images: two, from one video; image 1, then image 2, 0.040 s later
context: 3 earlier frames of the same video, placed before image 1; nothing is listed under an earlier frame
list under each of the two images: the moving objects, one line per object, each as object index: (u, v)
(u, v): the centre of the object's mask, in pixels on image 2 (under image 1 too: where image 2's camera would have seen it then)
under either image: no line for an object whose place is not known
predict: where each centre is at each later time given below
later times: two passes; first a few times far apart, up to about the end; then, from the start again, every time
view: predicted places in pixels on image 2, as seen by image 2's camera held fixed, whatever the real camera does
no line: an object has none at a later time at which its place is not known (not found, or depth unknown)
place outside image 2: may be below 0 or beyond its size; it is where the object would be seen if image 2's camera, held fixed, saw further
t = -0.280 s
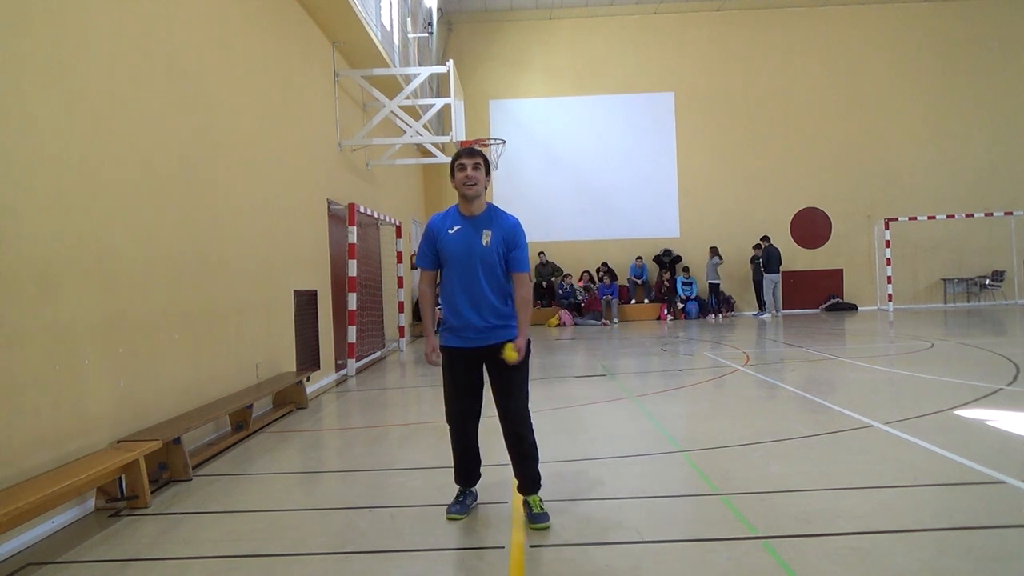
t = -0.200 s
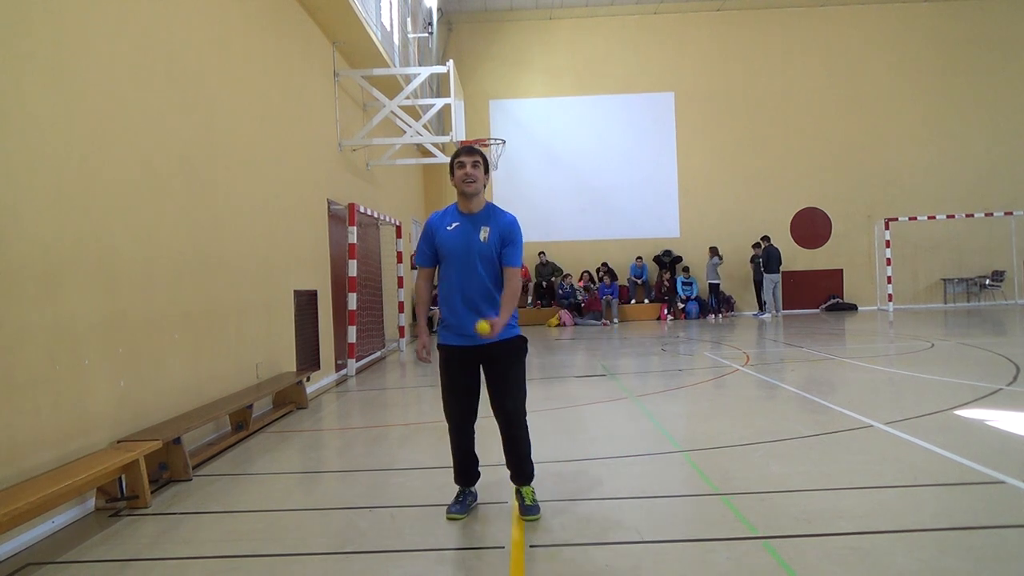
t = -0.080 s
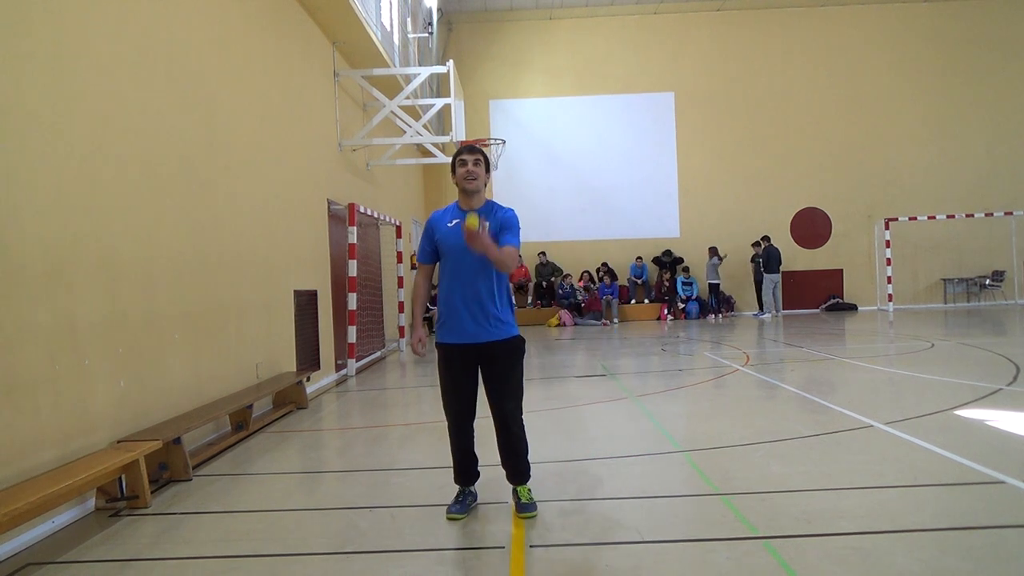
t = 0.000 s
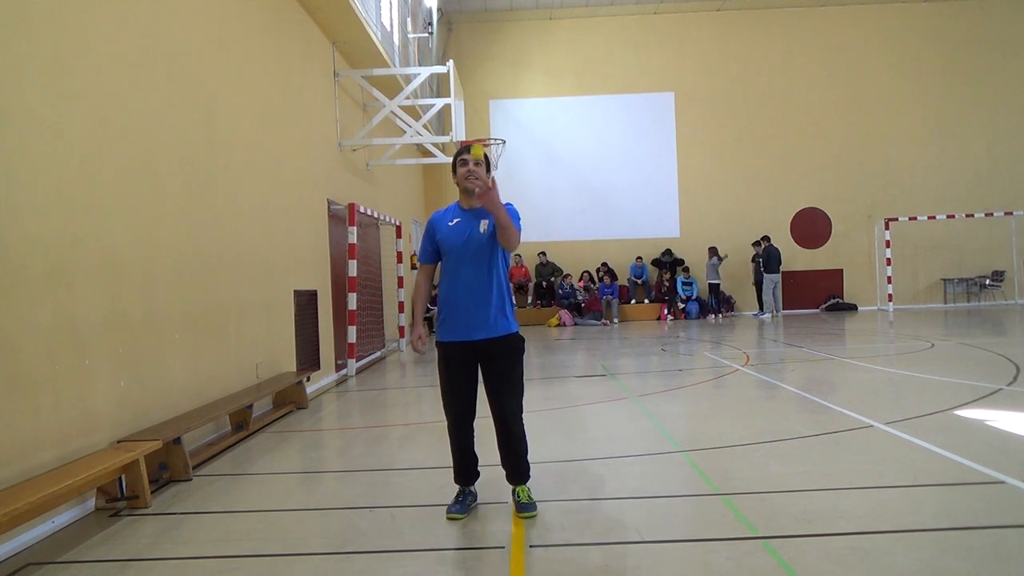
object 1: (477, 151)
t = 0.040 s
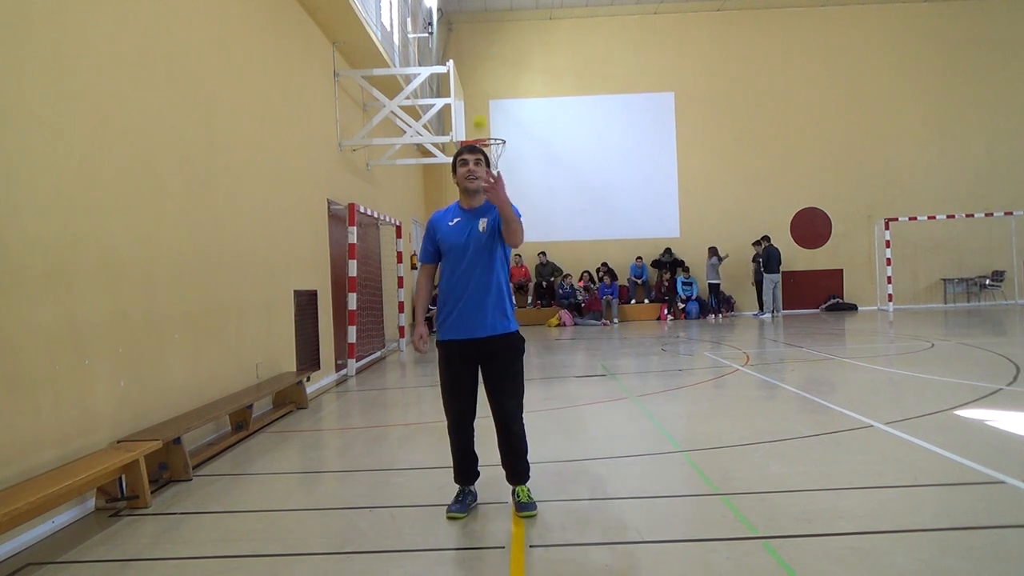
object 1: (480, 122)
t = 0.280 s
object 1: (500, 24)
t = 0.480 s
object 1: (523, 49)
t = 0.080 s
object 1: (483, 96)
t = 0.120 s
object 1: (485, 75)
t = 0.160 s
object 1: (489, 57)
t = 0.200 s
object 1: (492, 42)
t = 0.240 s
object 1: (496, 30)
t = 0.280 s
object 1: (500, 24)
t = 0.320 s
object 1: (504, 21)
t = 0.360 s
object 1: (509, 22)
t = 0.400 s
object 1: (513, 27)
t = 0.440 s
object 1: (518, 36)
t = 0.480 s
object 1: (523, 49)
